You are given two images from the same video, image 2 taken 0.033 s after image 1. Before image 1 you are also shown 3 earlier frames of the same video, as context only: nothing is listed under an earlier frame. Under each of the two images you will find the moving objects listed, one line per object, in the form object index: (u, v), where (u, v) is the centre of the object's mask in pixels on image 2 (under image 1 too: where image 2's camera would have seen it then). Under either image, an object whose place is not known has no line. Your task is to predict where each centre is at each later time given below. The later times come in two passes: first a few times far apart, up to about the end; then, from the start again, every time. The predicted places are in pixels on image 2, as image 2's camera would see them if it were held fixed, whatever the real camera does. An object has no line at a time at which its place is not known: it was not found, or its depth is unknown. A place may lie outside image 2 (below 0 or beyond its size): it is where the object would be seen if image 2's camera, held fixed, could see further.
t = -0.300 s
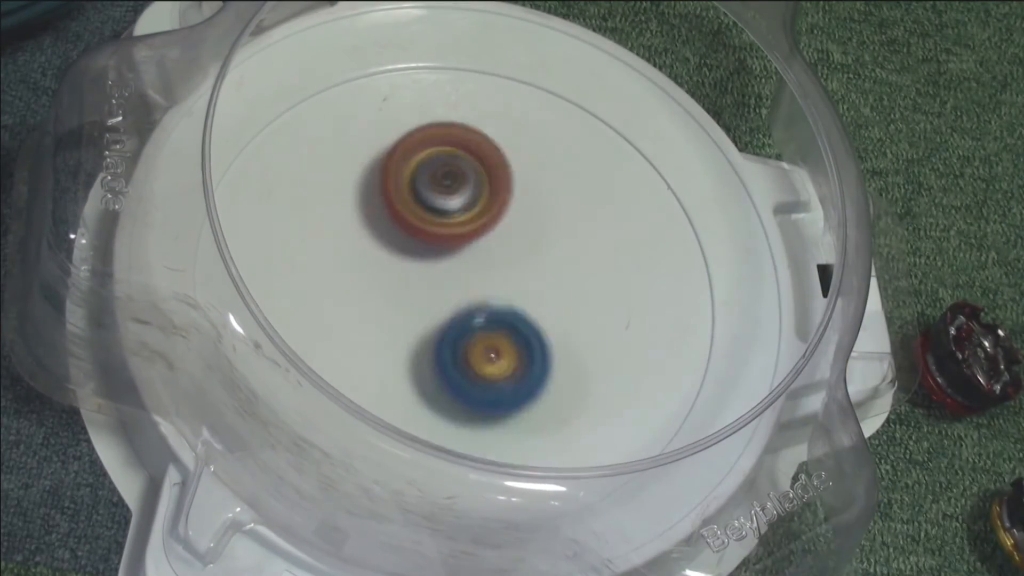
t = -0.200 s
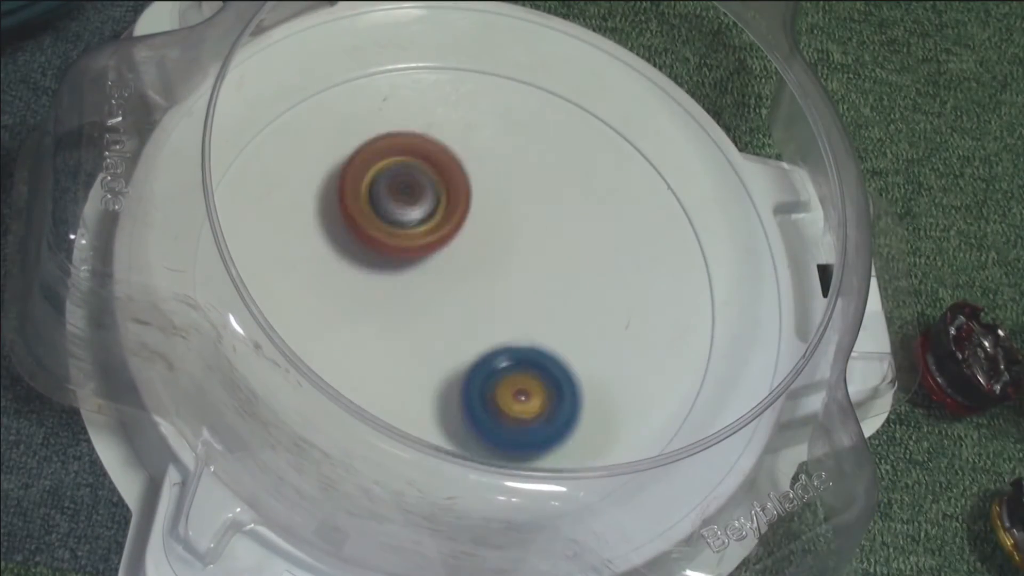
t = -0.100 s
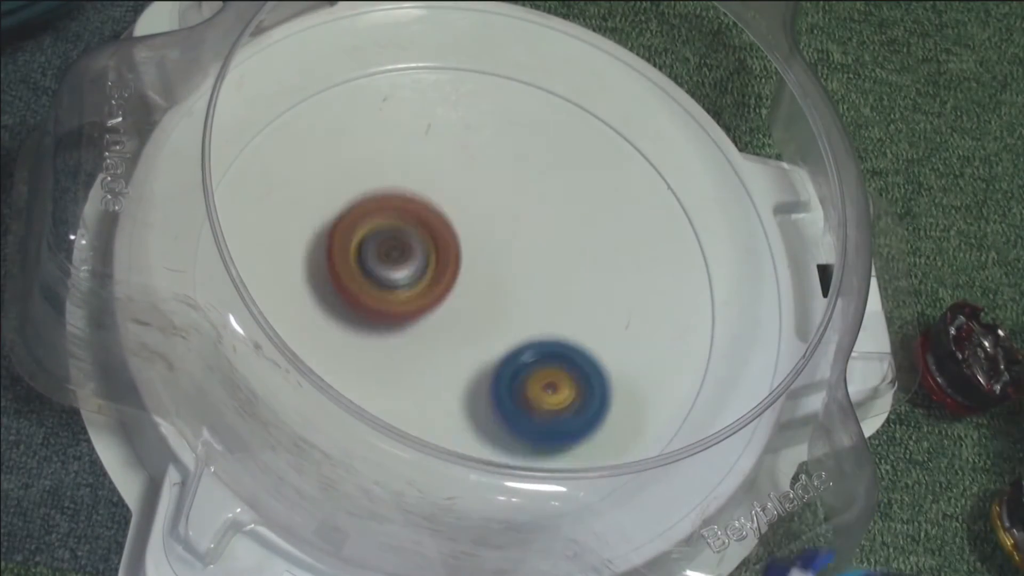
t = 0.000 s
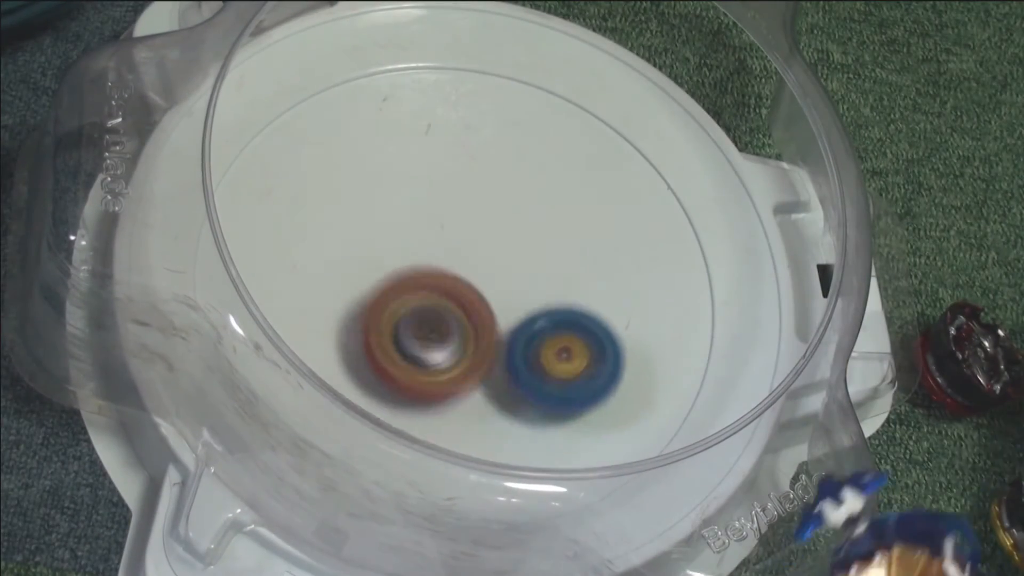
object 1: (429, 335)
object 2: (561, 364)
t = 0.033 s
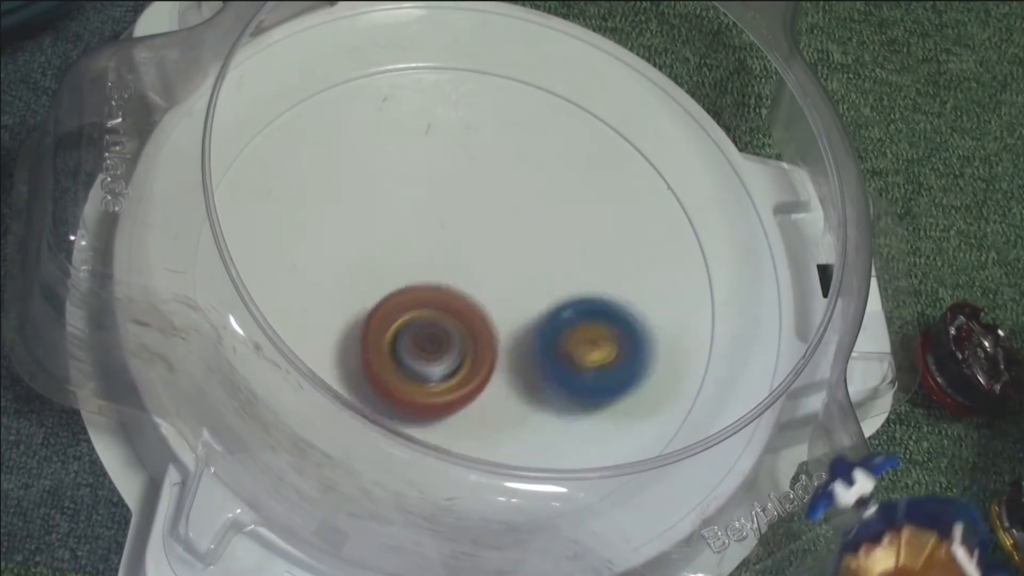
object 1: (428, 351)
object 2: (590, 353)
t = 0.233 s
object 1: (436, 374)
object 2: (675, 292)
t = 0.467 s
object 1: (500, 321)
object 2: (563, 200)
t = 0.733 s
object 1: (441, 321)
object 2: (442, 197)
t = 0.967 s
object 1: (454, 387)
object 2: (415, 268)
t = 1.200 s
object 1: (566, 389)
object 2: (435, 241)
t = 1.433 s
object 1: (538, 279)
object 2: (401, 212)
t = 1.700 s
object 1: (504, 294)
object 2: (257, 205)
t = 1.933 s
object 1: (539, 348)
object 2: (351, 285)
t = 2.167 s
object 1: (605, 308)
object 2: (386, 266)
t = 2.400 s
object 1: (540, 247)
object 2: (394, 261)
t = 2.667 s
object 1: (541, 309)
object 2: (282, 201)
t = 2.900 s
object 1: (572, 310)
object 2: (346, 278)
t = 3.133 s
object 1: (564, 297)
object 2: (399, 294)
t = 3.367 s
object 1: (549, 255)
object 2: (383, 271)
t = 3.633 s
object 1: (551, 282)
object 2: (314, 256)
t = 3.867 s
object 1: (537, 296)
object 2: (370, 268)
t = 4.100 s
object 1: (546, 325)
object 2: (386, 267)
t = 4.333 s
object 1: (551, 322)
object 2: (419, 272)
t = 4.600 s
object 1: (573, 328)
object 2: (391, 243)
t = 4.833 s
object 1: (534, 319)
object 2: (414, 259)
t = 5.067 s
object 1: (515, 341)
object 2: (404, 244)
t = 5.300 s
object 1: (484, 361)
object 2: (425, 258)
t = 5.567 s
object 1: (484, 383)
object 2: (444, 253)
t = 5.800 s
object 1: (482, 356)
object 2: (455, 248)
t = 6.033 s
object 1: (469, 383)
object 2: (465, 215)
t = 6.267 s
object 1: (450, 351)
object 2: (471, 236)
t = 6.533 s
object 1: (412, 362)
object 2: (488, 238)
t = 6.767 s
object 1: (399, 352)
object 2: (489, 256)
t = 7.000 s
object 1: (382, 348)
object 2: (480, 263)
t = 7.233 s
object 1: (362, 329)
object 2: (492, 247)
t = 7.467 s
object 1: (370, 290)
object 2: (486, 246)
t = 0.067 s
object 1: (418, 362)
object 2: (629, 344)
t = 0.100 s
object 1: (414, 369)
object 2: (657, 333)
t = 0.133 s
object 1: (416, 374)
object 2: (675, 323)
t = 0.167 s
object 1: (420, 376)
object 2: (683, 312)
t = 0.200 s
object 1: (426, 376)
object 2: (682, 302)
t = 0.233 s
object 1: (436, 374)
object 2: (675, 292)
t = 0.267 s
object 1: (451, 367)
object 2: (663, 279)
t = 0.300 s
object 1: (466, 360)
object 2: (648, 266)
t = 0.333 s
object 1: (481, 352)
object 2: (628, 257)
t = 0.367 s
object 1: (494, 342)
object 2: (608, 245)
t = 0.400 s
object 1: (505, 330)
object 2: (585, 238)
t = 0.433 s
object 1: (505, 324)
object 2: (571, 222)
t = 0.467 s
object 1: (500, 321)
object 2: (563, 200)
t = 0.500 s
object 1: (495, 316)
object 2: (554, 182)
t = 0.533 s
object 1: (490, 313)
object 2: (540, 173)
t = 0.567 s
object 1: (482, 309)
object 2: (524, 169)
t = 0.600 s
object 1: (475, 306)
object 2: (506, 172)
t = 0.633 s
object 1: (468, 304)
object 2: (484, 183)
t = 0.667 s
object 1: (459, 305)
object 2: (467, 192)
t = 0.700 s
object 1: (449, 312)
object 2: (452, 194)
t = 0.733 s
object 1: (441, 321)
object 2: (442, 197)
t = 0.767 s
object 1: (435, 330)
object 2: (432, 206)
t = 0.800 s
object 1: (432, 338)
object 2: (423, 218)
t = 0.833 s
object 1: (432, 348)
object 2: (413, 234)
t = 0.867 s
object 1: (433, 358)
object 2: (410, 246)
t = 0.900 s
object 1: (437, 367)
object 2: (409, 256)
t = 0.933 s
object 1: (443, 379)
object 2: (411, 264)
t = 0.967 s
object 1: (454, 387)
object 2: (415, 268)
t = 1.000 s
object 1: (467, 393)
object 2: (421, 276)
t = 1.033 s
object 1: (483, 397)
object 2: (429, 285)
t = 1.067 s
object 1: (500, 396)
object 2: (439, 291)
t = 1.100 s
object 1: (515, 391)
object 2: (446, 295)
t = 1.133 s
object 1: (534, 393)
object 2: (444, 281)
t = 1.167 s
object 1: (552, 394)
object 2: (439, 259)
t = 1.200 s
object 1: (566, 389)
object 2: (435, 241)
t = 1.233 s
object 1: (575, 380)
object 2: (434, 225)
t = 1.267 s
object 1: (580, 366)
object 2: (432, 215)
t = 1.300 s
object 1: (582, 350)
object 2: (429, 207)
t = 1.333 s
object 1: (578, 331)
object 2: (424, 203)
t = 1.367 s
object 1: (569, 312)
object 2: (418, 202)
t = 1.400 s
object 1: (556, 295)
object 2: (409, 206)
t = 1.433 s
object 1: (538, 279)
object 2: (401, 212)
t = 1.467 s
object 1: (516, 266)
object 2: (393, 221)
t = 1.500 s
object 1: (521, 269)
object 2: (348, 208)
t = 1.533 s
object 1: (524, 274)
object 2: (303, 194)
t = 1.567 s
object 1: (522, 278)
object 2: (270, 184)
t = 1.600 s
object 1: (518, 282)
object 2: (254, 175)
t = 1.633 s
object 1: (513, 286)
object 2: (248, 175)
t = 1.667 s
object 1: (508, 290)
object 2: (248, 186)
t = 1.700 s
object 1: (504, 294)
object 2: (257, 205)
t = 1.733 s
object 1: (499, 299)
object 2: (268, 222)
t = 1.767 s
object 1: (495, 304)
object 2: (288, 242)
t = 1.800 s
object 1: (491, 309)
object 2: (314, 259)
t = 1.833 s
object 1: (488, 315)
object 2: (342, 279)
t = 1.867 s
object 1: (494, 324)
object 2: (358, 290)
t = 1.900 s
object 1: (519, 339)
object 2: (352, 287)
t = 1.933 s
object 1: (539, 348)
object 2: (351, 285)
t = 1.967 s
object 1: (555, 352)
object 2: (352, 280)
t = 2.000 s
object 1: (570, 351)
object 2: (355, 277)
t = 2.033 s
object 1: (582, 346)
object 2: (359, 273)
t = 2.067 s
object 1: (591, 339)
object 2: (365, 270)
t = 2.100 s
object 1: (598, 329)
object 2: (372, 268)
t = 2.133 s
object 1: (603, 319)
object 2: (380, 266)
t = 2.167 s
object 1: (605, 308)
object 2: (386, 266)
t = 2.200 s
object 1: (604, 296)
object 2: (396, 264)
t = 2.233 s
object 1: (599, 284)
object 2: (404, 263)
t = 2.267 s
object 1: (589, 273)
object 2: (412, 264)
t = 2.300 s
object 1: (577, 263)
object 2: (418, 264)
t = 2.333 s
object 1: (561, 255)
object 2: (424, 263)
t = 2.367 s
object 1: (551, 250)
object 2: (412, 262)
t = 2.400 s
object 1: (540, 247)
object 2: (394, 261)
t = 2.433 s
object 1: (528, 248)
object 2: (384, 258)
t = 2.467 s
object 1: (515, 251)
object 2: (376, 255)
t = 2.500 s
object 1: (501, 257)
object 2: (371, 251)
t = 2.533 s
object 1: (507, 270)
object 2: (343, 237)
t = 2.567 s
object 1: (518, 284)
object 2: (315, 221)
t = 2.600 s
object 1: (526, 295)
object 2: (296, 208)
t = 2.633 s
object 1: (534, 304)
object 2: (285, 202)
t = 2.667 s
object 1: (541, 309)
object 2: (282, 201)
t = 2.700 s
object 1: (546, 312)
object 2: (283, 206)
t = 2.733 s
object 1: (551, 314)
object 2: (289, 215)
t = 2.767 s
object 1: (557, 315)
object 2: (298, 230)
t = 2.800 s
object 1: (562, 315)
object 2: (308, 244)
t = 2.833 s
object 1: (566, 314)
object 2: (319, 257)
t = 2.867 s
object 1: (570, 312)
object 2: (330, 270)
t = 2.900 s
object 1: (572, 310)
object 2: (346, 278)
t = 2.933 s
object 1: (573, 308)
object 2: (359, 284)
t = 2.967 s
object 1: (572, 305)
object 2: (372, 289)
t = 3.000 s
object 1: (568, 302)
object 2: (385, 293)
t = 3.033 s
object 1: (564, 299)
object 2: (398, 297)
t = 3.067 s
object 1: (558, 297)
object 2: (410, 300)
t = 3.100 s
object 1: (552, 297)
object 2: (418, 300)
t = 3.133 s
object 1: (564, 297)
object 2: (399, 294)
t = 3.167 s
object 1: (575, 295)
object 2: (385, 288)
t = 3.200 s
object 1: (583, 289)
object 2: (376, 284)
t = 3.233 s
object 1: (586, 282)
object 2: (372, 280)
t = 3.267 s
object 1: (584, 273)
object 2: (371, 277)
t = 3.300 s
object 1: (576, 264)
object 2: (373, 274)
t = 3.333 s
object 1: (564, 258)
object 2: (378, 272)
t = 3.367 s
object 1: (549, 255)
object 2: (383, 271)
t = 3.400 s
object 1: (533, 256)
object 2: (390, 270)
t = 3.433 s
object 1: (527, 262)
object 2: (383, 268)
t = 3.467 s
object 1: (538, 267)
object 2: (354, 264)
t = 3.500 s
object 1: (544, 271)
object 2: (332, 261)
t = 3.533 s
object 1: (548, 275)
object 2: (318, 258)
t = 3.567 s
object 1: (549, 277)
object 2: (312, 257)
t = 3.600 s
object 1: (550, 280)
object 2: (311, 256)
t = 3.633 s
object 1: (551, 282)
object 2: (314, 256)
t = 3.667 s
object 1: (550, 284)
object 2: (320, 257)
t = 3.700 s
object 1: (549, 286)
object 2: (327, 259)
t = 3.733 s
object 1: (547, 288)
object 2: (336, 261)
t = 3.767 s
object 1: (546, 290)
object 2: (344, 263)
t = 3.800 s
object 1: (543, 292)
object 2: (353, 265)
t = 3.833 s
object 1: (541, 294)
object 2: (361, 267)
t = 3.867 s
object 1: (537, 296)
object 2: (370, 268)
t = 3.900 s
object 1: (534, 299)
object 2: (379, 270)
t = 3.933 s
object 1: (530, 301)
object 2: (388, 272)
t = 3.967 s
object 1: (526, 304)
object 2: (396, 275)
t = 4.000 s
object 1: (532, 311)
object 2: (392, 270)
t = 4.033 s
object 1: (537, 317)
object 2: (389, 268)
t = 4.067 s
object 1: (543, 322)
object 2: (388, 266)
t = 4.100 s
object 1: (546, 325)
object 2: (386, 267)
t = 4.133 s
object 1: (551, 327)
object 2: (391, 266)
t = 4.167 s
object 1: (554, 328)
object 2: (394, 267)
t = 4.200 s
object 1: (557, 328)
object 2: (398, 268)
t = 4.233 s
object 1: (557, 327)
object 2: (403, 268)
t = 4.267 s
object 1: (556, 326)
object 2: (408, 269)
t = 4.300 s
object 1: (554, 323)
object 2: (413, 270)
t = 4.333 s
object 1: (551, 322)
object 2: (419, 272)
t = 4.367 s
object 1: (547, 320)
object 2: (424, 274)
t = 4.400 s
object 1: (548, 323)
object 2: (421, 270)
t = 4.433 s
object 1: (556, 328)
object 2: (408, 260)
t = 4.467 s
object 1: (563, 331)
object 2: (397, 251)
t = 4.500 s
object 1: (567, 332)
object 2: (392, 246)
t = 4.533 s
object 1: (571, 332)
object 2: (387, 244)
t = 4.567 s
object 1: (572, 331)
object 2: (387, 244)
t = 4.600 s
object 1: (573, 328)
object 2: (391, 243)
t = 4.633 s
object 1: (571, 326)
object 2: (390, 246)
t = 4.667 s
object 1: (568, 324)
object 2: (397, 247)
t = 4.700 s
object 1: (563, 322)
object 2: (402, 249)
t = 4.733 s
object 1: (557, 319)
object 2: (408, 253)
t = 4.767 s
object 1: (549, 318)
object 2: (412, 257)
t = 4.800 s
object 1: (538, 316)
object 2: (418, 261)
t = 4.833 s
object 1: (534, 319)
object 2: (414, 259)
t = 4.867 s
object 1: (532, 325)
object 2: (406, 252)
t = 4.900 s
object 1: (530, 328)
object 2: (400, 247)
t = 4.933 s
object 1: (528, 332)
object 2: (398, 244)
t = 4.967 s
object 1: (525, 334)
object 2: (397, 242)
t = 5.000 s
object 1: (523, 337)
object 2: (399, 242)
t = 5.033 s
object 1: (518, 339)
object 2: (401, 243)
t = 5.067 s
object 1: (515, 341)
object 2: (404, 244)
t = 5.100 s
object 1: (510, 343)
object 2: (407, 247)
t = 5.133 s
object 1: (505, 345)
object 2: (410, 250)
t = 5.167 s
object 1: (500, 347)
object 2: (414, 253)
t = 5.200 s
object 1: (494, 350)
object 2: (418, 256)
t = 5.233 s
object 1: (490, 354)
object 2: (420, 255)
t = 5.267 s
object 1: (487, 358)
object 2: (423, 256)
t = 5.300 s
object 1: (484, 361)
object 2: (425, 258)
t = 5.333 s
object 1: (482, 365)
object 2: (428, 259)
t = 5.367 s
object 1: (481, 367)
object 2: (432, 261)
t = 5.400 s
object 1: (480, 370)
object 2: (435, 263)
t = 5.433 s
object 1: (480, 372)
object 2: (437, 263)
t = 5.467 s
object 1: (480, 372)
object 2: (440, 264)
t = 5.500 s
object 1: (479, 374)
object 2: (442, 263)
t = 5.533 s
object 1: (481, 379)
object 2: (443, 258)
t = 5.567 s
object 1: (484, 383)
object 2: (444, 253)
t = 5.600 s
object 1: (486, 383)
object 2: (445, 251)
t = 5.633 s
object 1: (489, 382)
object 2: (446, 249)
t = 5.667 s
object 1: (491, 380)
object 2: (448, 248)
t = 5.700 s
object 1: (491, 375)
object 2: (449, 248)
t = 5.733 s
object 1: (491, 369)
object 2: (451, 249)
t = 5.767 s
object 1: (488, 363)
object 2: (453, 249)
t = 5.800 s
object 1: (482, 356)
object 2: (455, 248)
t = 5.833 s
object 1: (476, 361)
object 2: (456, 237)
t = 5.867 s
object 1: (469, 366)
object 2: (459, 224)
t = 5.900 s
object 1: (466, 371)
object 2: (461, 217)
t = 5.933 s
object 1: (465, 376)
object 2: (462, 214)
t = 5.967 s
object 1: (465, 380)
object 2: (465, 210)
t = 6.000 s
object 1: (467, 382)
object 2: (465, 214)
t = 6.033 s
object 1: (469, 383)
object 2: (465, 215)
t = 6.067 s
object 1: (470, 380)
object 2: (466, 219)
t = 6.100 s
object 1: (471, 377)
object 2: (466, 222)
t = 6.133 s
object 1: (471, 372)
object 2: (466, 227)
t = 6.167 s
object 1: (469, 366)
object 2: (466, 232)
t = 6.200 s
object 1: (466, 358)
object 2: (466, 237)
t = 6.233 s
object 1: (462, 350)
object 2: (467, 240)
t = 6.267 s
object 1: (450, 351)
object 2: (471, 236)
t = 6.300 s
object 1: (439, 354)
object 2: (479, 227)
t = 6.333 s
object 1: (433, 356)
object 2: (486, 221)
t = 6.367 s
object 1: (427, 358)
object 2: (489, 220)
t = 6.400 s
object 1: (422, 360)
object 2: (491, 221)
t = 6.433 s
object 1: (418, 361)
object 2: (492, 224)
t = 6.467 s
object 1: (416, 362)
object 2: (491, 228)
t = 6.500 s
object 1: (414, 363)
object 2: (490, 233)
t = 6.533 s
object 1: (412, 362)
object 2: (488, 238)
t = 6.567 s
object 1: (413, 362)
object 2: (486, 244)
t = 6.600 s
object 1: (412, 361)
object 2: (484, 248)
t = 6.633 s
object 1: (412, 359)
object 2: (482, 254)
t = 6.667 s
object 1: (413, 356)
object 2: (480, 257)
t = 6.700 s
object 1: (413, 352)
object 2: (478, 261)
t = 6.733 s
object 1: (407, 351)
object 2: (478, 261)
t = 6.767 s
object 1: (399, 352)
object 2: (489, 256)
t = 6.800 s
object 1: (393, 353)
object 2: (494, 252)
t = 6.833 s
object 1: (387, 354)
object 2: (494, 252)
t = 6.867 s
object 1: (383, 353)
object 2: (493, 254)
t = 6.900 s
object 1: (381, 353)
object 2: (491, 256)
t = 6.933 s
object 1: (381, 353)
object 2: (488, 258)
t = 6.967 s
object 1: (381, 352)
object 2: (484, 260)
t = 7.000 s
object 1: (382, 348)
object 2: (480, 263)
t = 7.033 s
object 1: (385, 343)
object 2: (473, 265)
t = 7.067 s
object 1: (386, 337)
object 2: (472, 266)
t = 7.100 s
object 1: (379, 335)
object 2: (480, 259)
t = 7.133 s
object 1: (373, 333)
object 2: (489, 251)
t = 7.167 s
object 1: (368, 332)
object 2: (492, 250)
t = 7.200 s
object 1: (365, 331)
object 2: (493, 248)
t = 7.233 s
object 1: (362, 329)
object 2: (492, 247)
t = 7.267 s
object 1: (361, 327)
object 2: (490, 247)
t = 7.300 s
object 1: (362, 324)
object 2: (489, 246)
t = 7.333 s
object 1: (365, 320)
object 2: (487, 246)
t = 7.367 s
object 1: (368, 315)
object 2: (484, 246)
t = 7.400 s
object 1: (371, 308)
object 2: (482, 246)
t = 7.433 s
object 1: (373, 299)
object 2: (480, 246)
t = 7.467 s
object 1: (370, 290)
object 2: (486, 246)
